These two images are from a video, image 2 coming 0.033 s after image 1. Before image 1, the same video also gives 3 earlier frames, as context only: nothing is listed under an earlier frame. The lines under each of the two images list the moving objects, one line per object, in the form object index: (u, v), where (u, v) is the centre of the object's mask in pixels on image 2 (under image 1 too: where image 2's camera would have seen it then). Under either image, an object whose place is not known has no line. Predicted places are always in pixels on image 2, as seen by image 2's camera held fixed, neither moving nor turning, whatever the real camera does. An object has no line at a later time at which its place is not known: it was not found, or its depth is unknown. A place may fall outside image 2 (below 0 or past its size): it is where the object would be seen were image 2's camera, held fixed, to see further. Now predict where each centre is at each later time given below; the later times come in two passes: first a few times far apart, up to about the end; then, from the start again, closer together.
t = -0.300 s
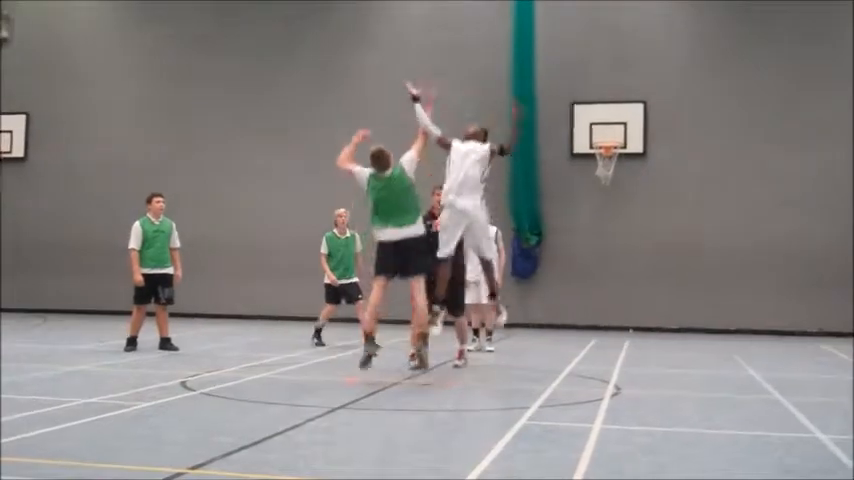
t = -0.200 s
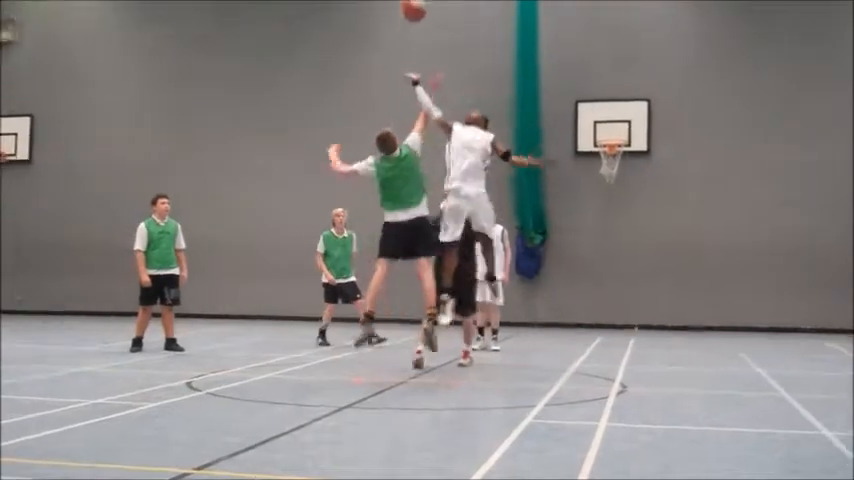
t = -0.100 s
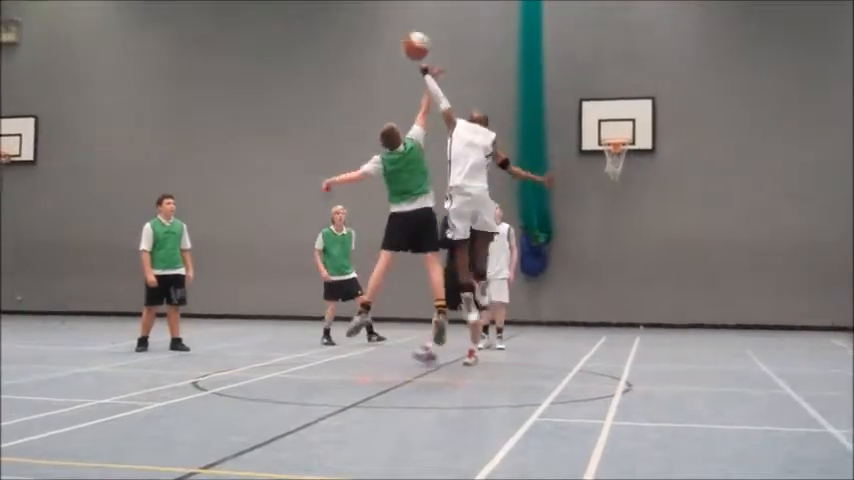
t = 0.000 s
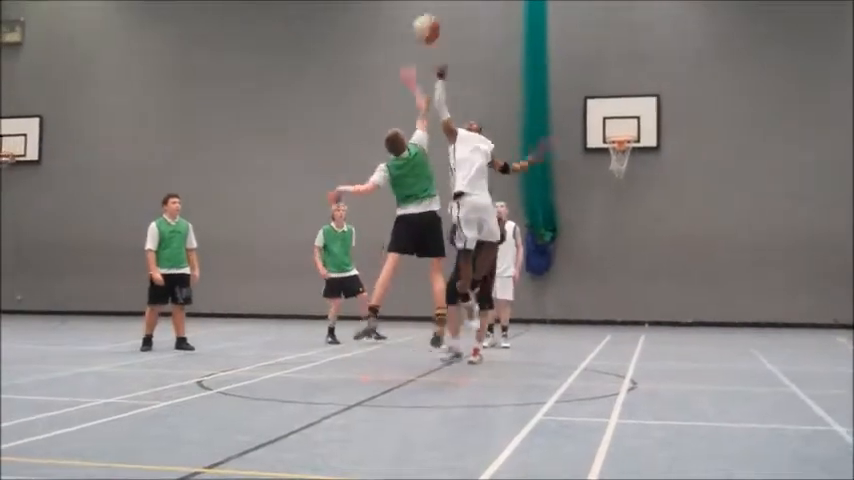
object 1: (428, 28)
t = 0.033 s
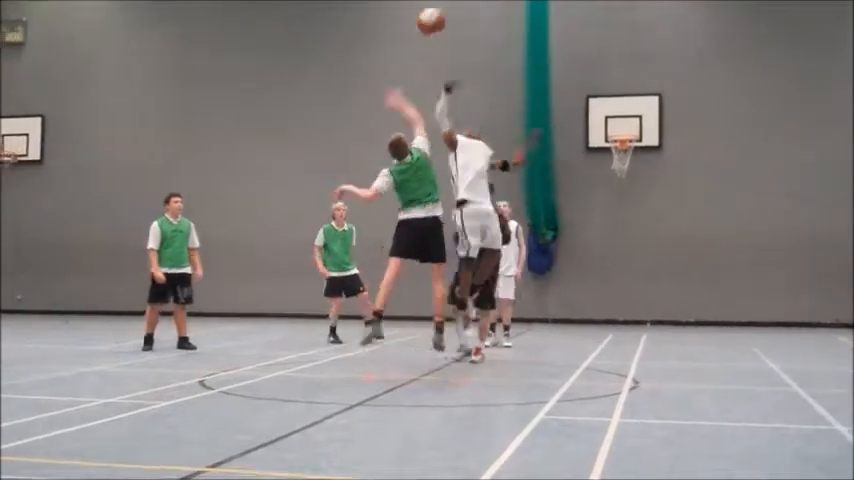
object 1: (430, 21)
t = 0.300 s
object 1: (456, 24)
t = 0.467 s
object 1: (471, 64)
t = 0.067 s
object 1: (432, 17)
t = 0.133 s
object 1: (440, 14)
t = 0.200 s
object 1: (445, 15)
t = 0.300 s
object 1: (456, 24)
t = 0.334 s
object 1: (460, 29)
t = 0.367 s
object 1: (462, 33)
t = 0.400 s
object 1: (465, 46)
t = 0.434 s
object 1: (469, 58)
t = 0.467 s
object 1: (471, 64)
